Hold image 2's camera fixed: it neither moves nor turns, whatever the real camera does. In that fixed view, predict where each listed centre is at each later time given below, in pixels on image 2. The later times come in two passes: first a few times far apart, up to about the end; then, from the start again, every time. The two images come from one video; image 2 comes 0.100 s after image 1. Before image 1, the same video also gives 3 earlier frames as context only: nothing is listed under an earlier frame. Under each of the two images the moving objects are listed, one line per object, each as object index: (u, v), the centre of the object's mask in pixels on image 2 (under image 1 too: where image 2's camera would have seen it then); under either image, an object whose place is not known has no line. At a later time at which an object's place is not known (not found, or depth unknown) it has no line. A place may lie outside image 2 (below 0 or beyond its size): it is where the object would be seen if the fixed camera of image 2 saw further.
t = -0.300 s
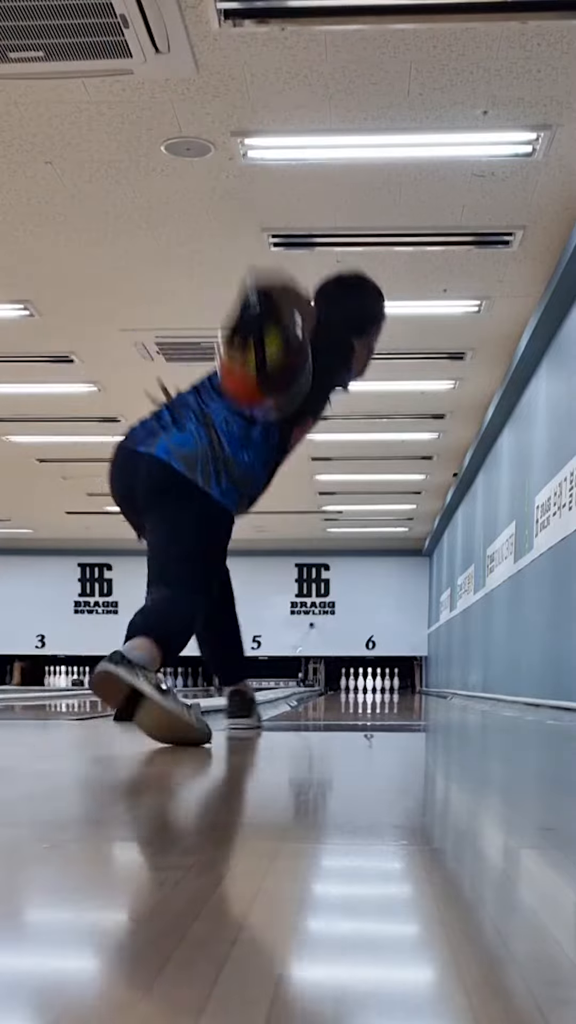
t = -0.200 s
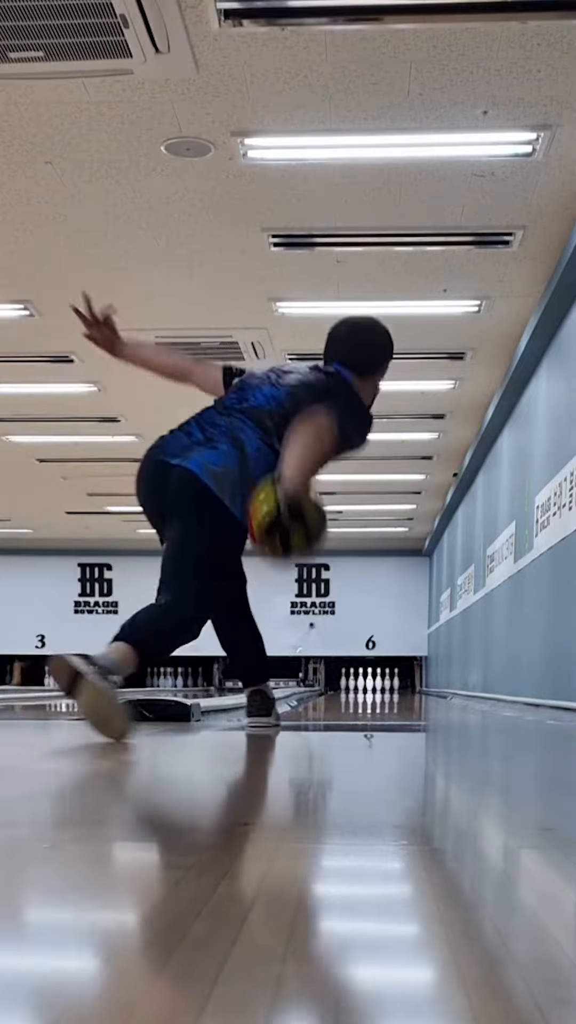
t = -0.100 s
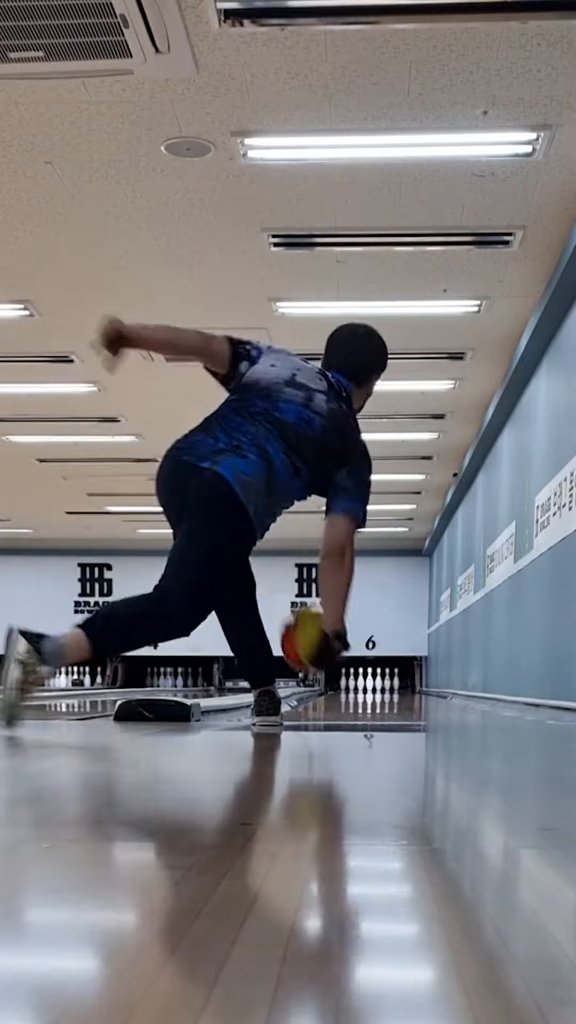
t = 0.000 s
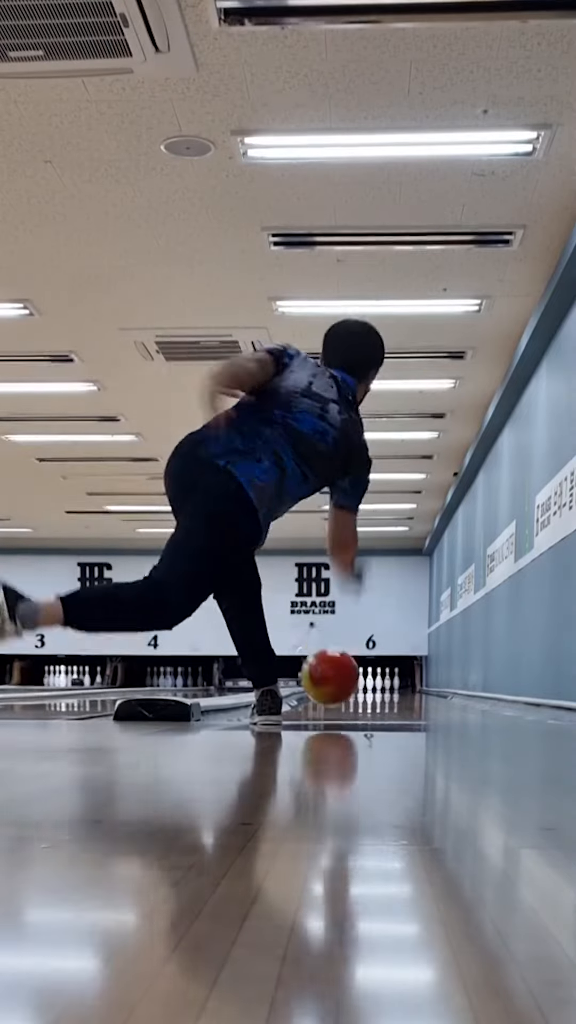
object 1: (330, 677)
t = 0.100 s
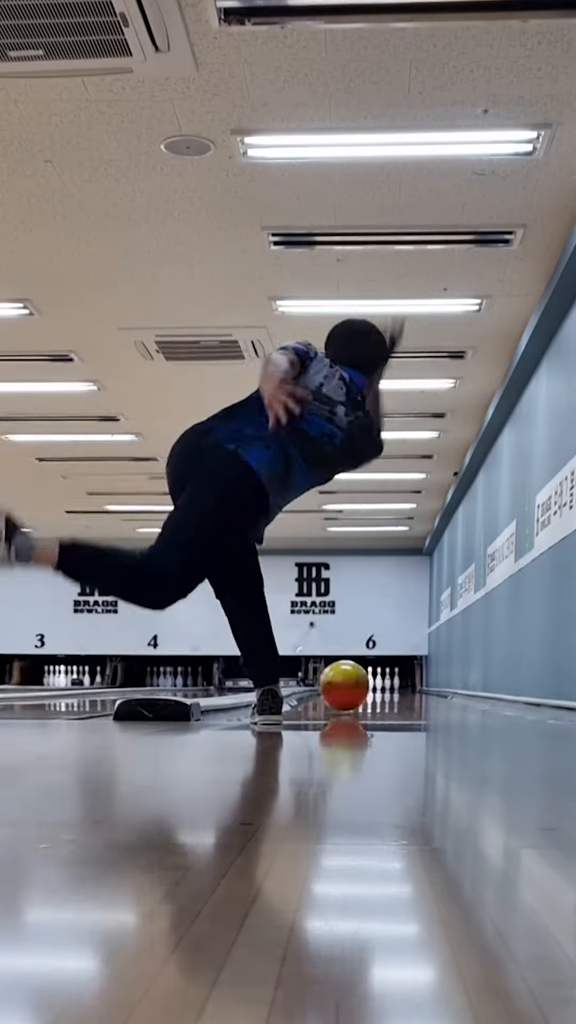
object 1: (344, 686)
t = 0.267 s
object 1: (360, 687)
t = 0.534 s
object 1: (377, 686)
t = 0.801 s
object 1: (385, 685)
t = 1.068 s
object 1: (390, 685)
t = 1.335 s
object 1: (393, 684)
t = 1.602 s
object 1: (394, 684)
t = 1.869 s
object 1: (394, 684)
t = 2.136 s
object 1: (388, 686)
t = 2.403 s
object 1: (378, 686)
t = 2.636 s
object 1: (373, 685)
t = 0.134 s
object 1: (348, 687)
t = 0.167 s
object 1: (351, 687)
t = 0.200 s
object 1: (355, 688)
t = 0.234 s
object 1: (358, 687)
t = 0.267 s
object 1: (360, 687)
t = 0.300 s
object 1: (363, 687)
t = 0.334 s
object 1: (365, 687)
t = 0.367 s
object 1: (367, 686)
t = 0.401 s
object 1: (370, 686)
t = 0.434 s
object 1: (372, 686)
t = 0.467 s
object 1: (373, 686)
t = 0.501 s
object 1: (375, 686)
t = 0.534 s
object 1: (377, 686)
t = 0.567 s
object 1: (378, 685)
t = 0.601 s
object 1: (379, 686)
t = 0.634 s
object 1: (380, 685)
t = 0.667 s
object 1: (381, 685)
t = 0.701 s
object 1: (383, 685)
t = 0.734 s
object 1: (383, 685)
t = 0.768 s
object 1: (384, 685)
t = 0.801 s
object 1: (385, 685)
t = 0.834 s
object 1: (386, 685)
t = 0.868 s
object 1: (387, 685)
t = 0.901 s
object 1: (387, 685)
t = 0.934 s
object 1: (387, 684)
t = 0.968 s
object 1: (389, 684)
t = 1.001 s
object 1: (389, 685)
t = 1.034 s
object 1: (390, 685)
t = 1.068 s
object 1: (390, 685)
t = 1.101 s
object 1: (392, 684)
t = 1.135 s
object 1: (392, 684)
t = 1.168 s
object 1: (392, 684)
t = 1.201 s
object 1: (392, 684)
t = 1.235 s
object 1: (393, 683)
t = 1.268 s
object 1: (393, 684)
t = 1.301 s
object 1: (393, 684)
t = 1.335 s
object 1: (393, 684)
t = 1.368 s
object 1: (394, 683)
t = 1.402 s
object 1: (394, 683)
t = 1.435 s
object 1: (394, 684)
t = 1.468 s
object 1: (393, 684)
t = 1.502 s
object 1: (394, 684)
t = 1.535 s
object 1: (394, 684)
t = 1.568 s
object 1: (395, 684)
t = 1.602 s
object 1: (394, 684)
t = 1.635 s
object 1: (394, 684)
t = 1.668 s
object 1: (394, 684)
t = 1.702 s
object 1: (395, 685)
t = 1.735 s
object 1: (395, 685)
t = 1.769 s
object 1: (393, 684)
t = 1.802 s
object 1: (394, 683)
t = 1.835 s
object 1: (394, 684)
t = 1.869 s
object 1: (394, 684)
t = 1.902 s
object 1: (393, 685)
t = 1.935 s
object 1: (393, 685)
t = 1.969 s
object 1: (394, 684)
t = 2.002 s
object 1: (392, 684)
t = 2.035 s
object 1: (392, 685)
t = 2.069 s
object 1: (391, 686)
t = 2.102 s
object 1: (390, 686)
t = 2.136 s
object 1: (388, 686)
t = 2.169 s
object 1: (387, 686)
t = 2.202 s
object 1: (387, 687)
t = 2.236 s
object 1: (387, 685)
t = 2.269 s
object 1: (384, 685)
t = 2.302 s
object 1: (384, 685)
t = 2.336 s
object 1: (381, 687)
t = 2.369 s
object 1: (380, 686)
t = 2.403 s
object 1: (378, 686)
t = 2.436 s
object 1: (377, 687)
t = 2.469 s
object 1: (376, 685)
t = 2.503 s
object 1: (375, 685)
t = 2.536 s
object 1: (374, 688)
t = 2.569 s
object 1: (374, 687)
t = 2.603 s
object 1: (373, 686)
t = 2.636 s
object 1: (373, 685)
